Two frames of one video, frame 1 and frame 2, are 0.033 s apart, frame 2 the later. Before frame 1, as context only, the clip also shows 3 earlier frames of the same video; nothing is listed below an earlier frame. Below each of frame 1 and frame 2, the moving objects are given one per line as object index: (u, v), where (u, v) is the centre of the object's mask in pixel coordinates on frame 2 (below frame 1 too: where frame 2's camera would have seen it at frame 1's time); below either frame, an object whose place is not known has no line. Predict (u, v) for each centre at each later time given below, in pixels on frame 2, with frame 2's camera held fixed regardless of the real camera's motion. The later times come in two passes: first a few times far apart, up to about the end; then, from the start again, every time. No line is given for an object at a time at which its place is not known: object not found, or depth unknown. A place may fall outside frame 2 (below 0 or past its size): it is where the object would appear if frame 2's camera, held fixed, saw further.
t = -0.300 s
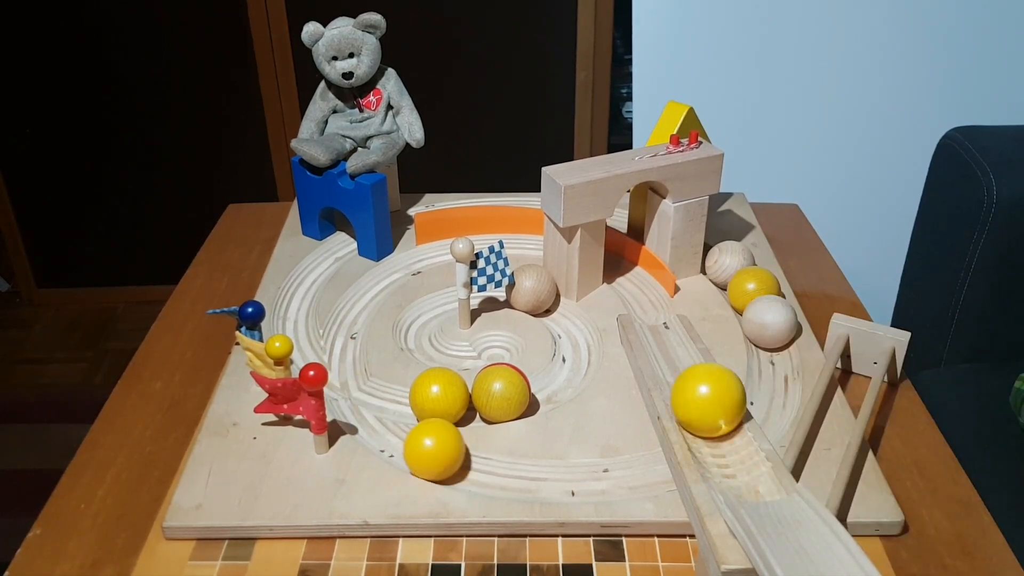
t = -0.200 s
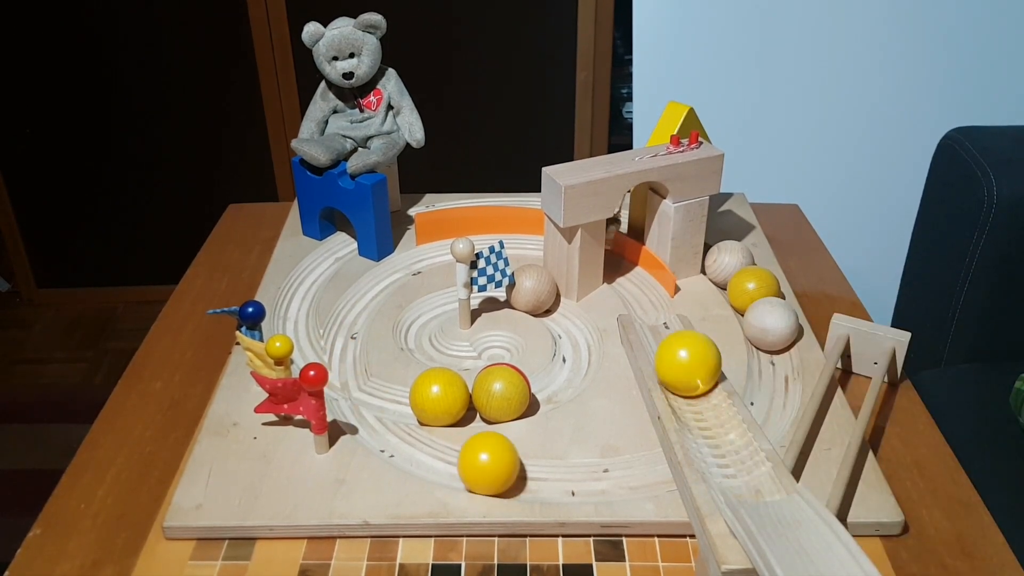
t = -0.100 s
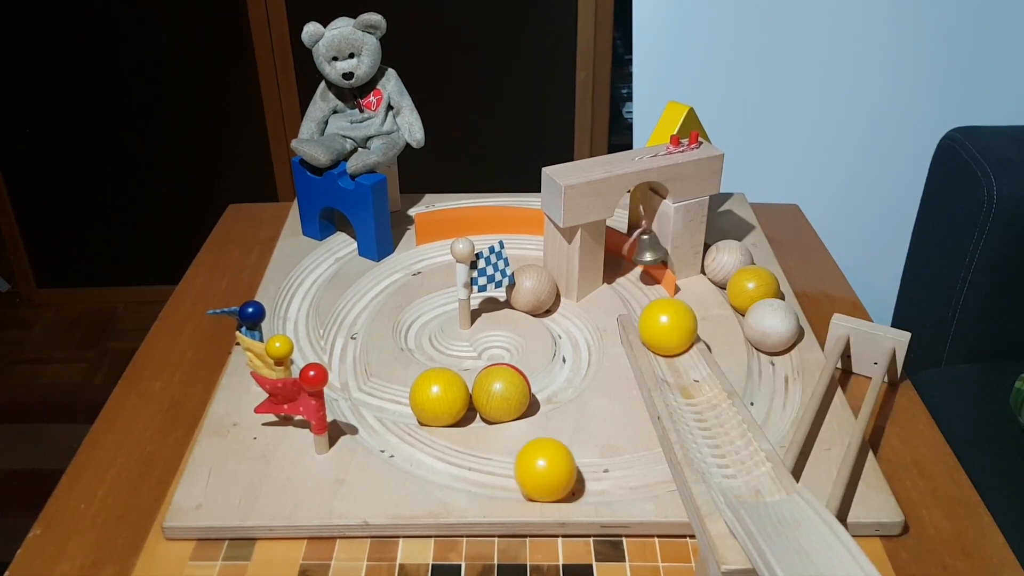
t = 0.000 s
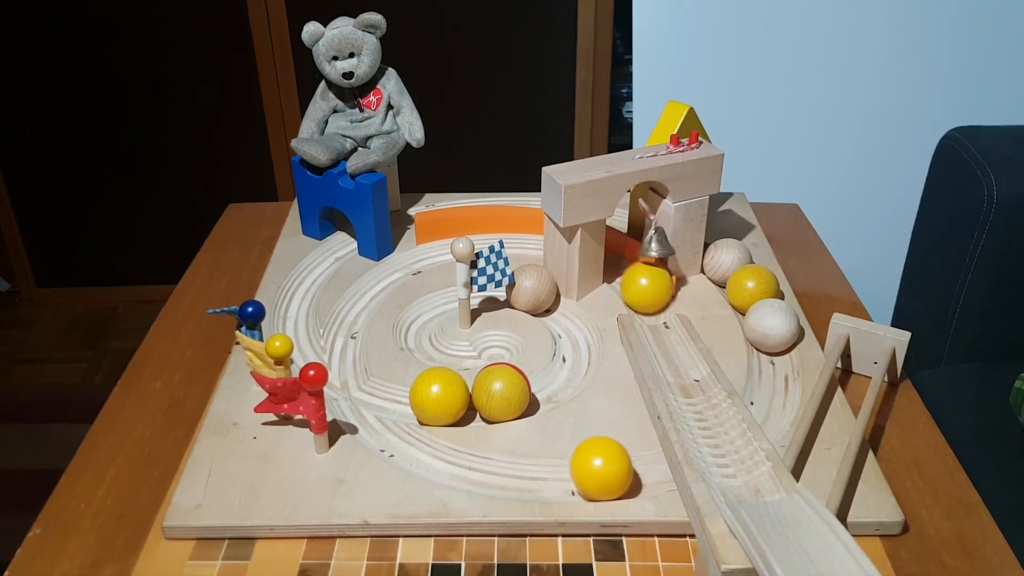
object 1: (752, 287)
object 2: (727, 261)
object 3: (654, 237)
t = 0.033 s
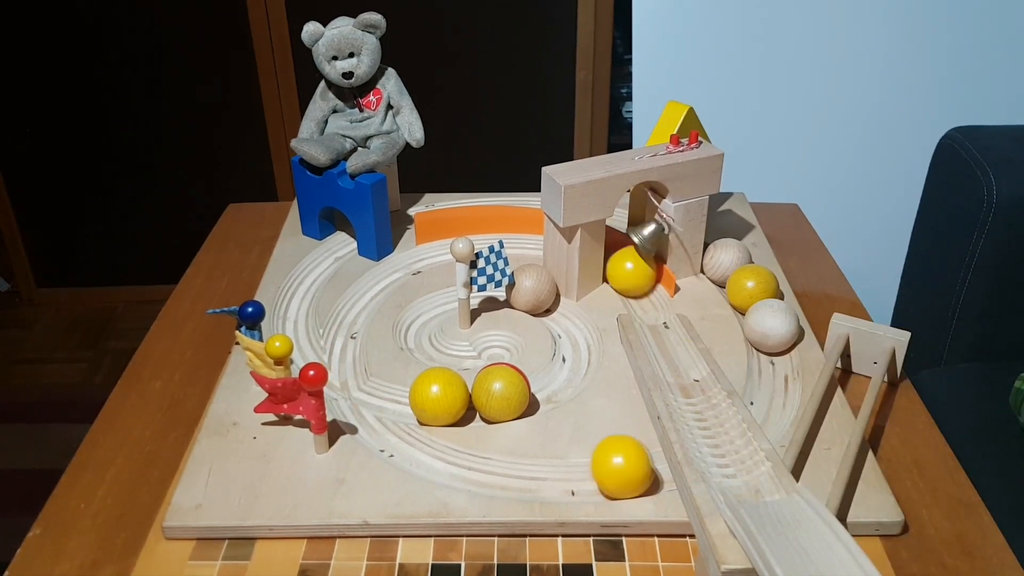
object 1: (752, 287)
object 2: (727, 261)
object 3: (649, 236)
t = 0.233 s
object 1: (751, 286)
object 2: (727, 261)
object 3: (612, 221)
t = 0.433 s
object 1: (751, 286)
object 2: (727, 261)
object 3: (650, 246)
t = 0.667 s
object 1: (748, 282)
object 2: (726, 260)
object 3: (636, 249)
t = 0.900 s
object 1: (746, 280)
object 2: (723, 258)
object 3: (620, 241)
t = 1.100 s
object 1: (748, 282)
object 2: (726, 260)
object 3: (634, 245)
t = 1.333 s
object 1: (746, 280)
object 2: (720, 253)
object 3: (629, 248)
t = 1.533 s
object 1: (742, 275)
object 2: (718, 250)
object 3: (635, 246)
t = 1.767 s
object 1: (740, 273)
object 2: (718, 250)
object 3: (628, 249)
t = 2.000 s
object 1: (741, 274)
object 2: (719, 252)
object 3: (637, 245)
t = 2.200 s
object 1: (743, 276)
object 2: (720, 254)
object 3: (629, 248)
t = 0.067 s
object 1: (752, 287)
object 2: (726, 261)
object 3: (637, 233)
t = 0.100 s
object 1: (752, 287)
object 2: (726, 261)
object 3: (628, 241)
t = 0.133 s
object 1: (752, 287)
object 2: (726, 261)
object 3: (624, 242)
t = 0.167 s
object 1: (752, 286)
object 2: (726, 261)
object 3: (621, 225)
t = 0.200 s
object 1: (751, 286)
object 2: (726, 261)
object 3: (615, 220)
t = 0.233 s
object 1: (751, 286)
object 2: (727, 261)
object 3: (612, 221)
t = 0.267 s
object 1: (751, 286)
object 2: (727, 261)
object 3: (614, 223)
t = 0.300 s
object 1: (751, 286)
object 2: (727, 261)
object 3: (619, 225)
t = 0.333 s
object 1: (751, 286)
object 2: (727, 261)
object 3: (624, 234)
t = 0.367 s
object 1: (751, 286)
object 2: (727, 261)
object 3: (637, 240)
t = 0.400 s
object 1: (751, 286)
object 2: (727, 261)
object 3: (644, 240)
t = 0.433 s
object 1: (751, 286)
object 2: (727, 261)
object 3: (650, 246)
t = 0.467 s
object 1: (751, 286)
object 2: (727, 261)
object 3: (650, 249)
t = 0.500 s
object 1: (751, 286)
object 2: (727, 261)
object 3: (647, 247)
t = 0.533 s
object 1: (751, 286)
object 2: (727, 261)
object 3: (642, 249)
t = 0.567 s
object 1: (751, 286)
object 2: (727, 261)
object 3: (635, 250)
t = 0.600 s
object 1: (750, 285)
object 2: (727, 261)
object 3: (628, 252)
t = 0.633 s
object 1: (749, 283)
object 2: (727, 261)
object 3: (630, 248)
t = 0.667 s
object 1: (748, 282)
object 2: (726, 260)
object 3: (636, 249)
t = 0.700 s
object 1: (748, 282)
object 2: (724, 260)
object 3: (639, 244)
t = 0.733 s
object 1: (747, 282)
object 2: (723, 259)
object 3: (637, 235)
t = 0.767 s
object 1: (747, 281)
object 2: (723, 258)
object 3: (634, 236)
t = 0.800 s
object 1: (747, 281)
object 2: (723, 258)
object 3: (629, 241)
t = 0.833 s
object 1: (747, 280)
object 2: (723, 258)
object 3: (625, 241)
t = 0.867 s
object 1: (746, 280)
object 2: (722, 258)
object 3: (618, 240)
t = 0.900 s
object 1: (746, 280)
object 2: (723, 258)
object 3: (620, 241)
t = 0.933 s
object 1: (746, 280)
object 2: (723, 258)
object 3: (624, 241)
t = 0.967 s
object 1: (746, 280)
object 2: (723, 259)
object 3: (632, 243)
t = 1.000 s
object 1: (747, 280)
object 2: (724, 259)
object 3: (636, 242)
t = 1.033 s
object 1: (747, 281)
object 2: (724, 260)
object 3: (638, 241)
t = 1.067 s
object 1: (747, 281)
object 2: (725, 260)
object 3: (637, 244)
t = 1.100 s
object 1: (748, 282)
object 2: (726, 260)
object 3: (634, 245)
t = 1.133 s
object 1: (748, 282)
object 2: (726, 260)
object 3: (635, 249)
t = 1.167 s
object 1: (748, 282)
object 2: (727, 261)
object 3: (632, 249)
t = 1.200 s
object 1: (749, 283)
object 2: (727, 261)
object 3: (629, 249)
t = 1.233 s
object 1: (749, 282)
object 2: (725, 260)
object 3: (626, 249)
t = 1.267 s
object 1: (747, 282)
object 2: (722, 257)
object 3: (625, 249)
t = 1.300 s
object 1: (746, 280)
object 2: (720, 254)
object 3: (627, 248)
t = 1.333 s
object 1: (746, 280)
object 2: (720, 253)
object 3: (629, 248)
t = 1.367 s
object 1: (745, 279)
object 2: (720, 252)
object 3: (632, 248)
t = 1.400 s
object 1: (744, 278)
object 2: (719, 252)
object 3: (635, 247)
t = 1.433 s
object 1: (744, 277)
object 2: (719, 251)
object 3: (637, 246)
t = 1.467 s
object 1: (743, 276)
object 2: (719, 251)
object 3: (638, 245)
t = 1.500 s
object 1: (743, 276)
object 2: (719, 251)
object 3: (636, 246)
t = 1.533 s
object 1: (742, 275)
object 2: (718, 250)
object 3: (635, 246)
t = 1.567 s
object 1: (741, 275)
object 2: (718, 250)
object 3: (633, 247)
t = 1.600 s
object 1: (741, 274)
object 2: (718, 250)
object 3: (631, 247)
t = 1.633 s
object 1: (740, 274)
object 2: (718, 250)
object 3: (630, 248)
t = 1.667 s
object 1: (740, 274)
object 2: (718, 250)
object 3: (629, 248)
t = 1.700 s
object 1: (740, 273)
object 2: (718, 250)
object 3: (627, 249)
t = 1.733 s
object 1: (740, 273)
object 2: (718, 250)
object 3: (627, 249)
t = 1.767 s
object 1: (740, 273)
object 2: (718, 250)
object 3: (628, 249)
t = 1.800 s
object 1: (740, 273)
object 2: (718, 250)
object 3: (629, 249)
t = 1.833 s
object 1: (740, 273)
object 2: (719, 250)
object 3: (631, 249)
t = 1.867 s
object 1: (740, 273)
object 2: (719, 250)
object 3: (634, 248)
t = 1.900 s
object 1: (740, 273)
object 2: (718, 251)
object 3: (636, 248)
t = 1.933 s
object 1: (740, 273)
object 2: (718, 251)
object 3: (637, 247)
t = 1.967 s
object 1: (741, 274)
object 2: (719, 252)
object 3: (638, 246)
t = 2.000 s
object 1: (741, 274)
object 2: (719, 252)
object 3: (637, 245)
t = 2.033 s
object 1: (741, 274)
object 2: (719, 253)
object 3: (637, 245)
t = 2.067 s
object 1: (742, 274)
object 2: (719, 253)
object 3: (635, 246)
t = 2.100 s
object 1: (742, 275)
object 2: (720, 253)
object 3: (634, 246)
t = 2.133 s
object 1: (742, 275)
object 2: (720, 253)
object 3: (633, 246)
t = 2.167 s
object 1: (743, 275)
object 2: (720, 254)
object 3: (631, 247)
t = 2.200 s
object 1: (743, 276)
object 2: (720, 254)
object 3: (629, 248)
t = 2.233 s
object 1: (743, 276)
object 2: (720, 254)
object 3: (628, 248)
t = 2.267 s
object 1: (743, 276)
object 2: (720, 254)
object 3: (627, 248)
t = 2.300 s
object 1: (744, 277)
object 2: (721, 254)
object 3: (627, 248)
